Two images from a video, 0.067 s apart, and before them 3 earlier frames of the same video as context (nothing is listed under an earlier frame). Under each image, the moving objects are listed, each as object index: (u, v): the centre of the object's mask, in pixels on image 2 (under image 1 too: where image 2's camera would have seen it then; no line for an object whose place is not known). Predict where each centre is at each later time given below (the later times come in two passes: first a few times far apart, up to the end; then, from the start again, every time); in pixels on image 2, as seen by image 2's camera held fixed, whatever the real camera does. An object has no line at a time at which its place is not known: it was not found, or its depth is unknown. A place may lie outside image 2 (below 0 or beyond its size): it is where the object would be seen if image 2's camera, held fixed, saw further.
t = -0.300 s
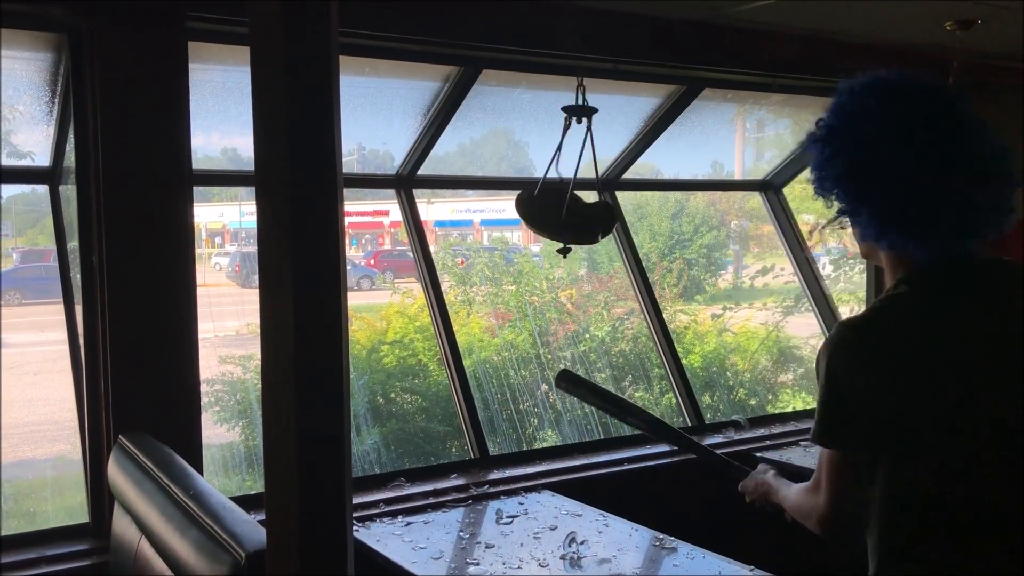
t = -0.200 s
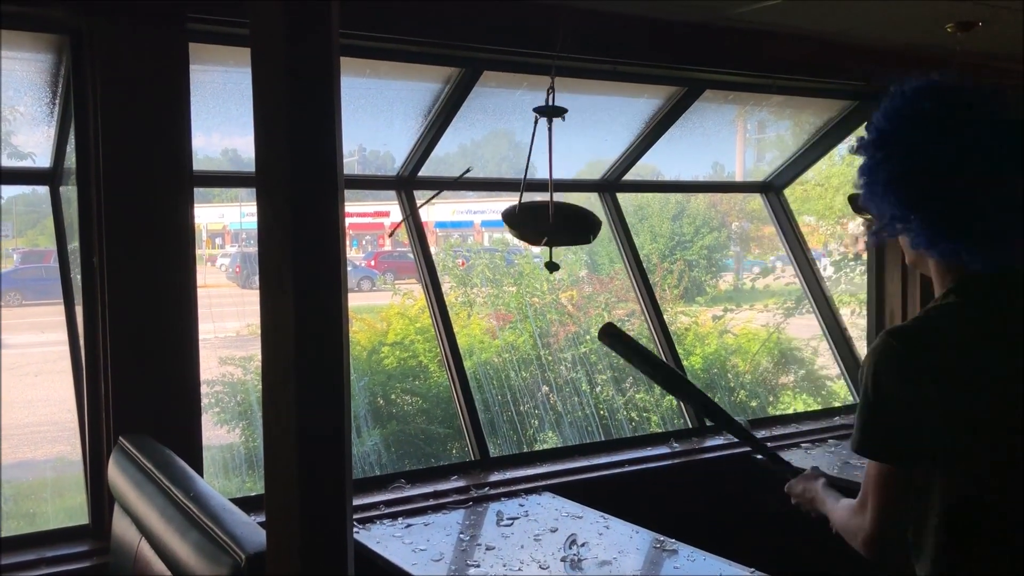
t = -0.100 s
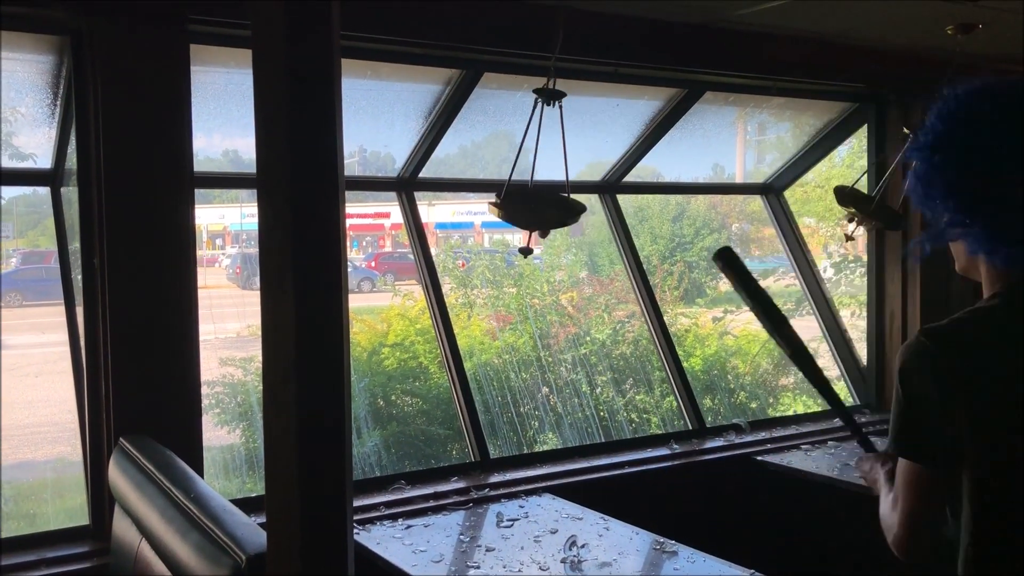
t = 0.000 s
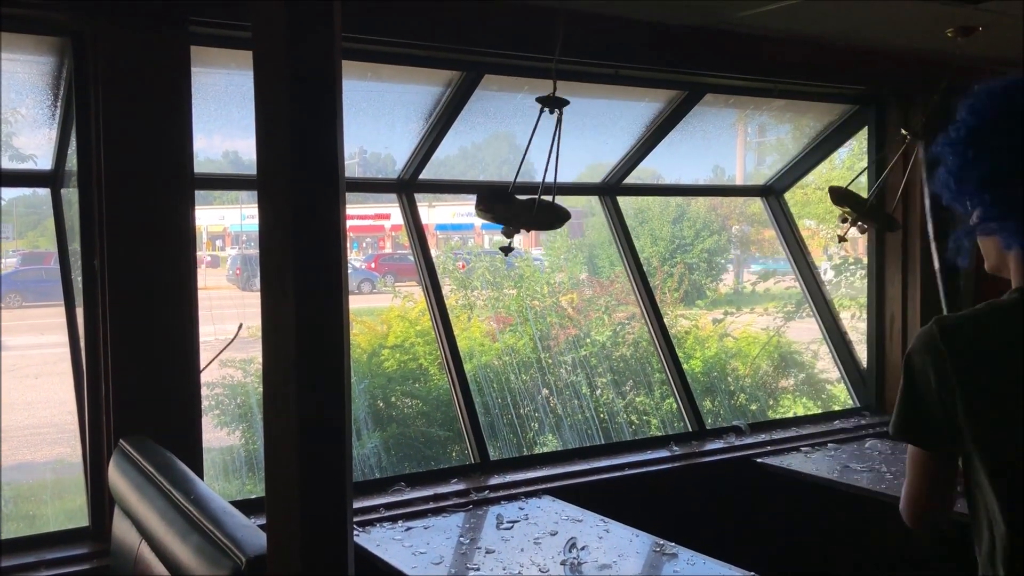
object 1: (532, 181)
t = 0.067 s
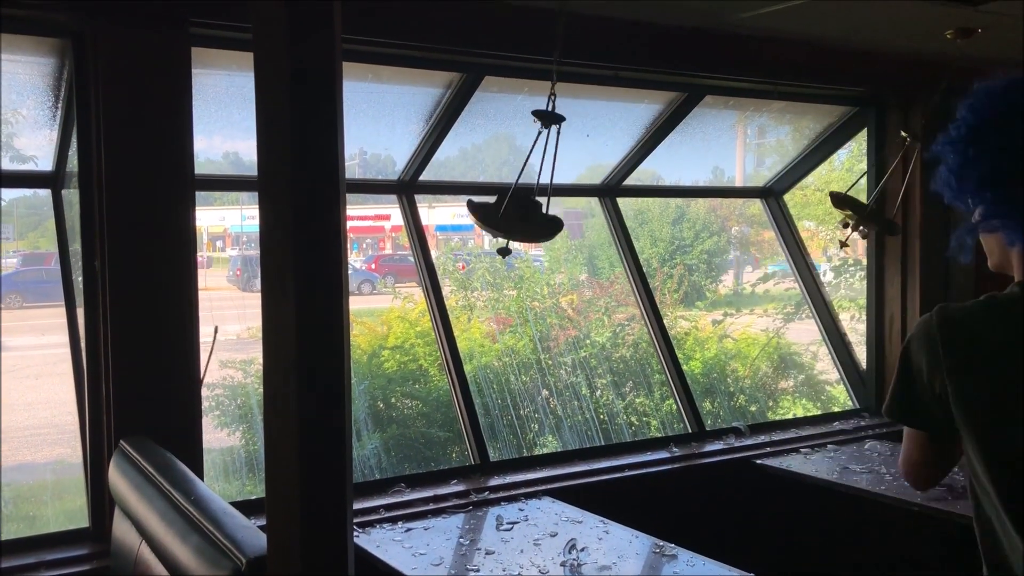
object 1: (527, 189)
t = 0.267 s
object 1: (521, 200)
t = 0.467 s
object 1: (558, 200)
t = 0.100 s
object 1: (522, 187)
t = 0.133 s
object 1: (521, 185)
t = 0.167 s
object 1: (520, 187)
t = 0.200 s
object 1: (518, 196)
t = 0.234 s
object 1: (520, 195)
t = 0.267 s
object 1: (521, 200)
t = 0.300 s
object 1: (525, 206)
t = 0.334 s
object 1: (533, 208)
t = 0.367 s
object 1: (540, 203)
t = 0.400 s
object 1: (546, 198)
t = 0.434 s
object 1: (552, 198)
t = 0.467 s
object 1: (558, 200)
